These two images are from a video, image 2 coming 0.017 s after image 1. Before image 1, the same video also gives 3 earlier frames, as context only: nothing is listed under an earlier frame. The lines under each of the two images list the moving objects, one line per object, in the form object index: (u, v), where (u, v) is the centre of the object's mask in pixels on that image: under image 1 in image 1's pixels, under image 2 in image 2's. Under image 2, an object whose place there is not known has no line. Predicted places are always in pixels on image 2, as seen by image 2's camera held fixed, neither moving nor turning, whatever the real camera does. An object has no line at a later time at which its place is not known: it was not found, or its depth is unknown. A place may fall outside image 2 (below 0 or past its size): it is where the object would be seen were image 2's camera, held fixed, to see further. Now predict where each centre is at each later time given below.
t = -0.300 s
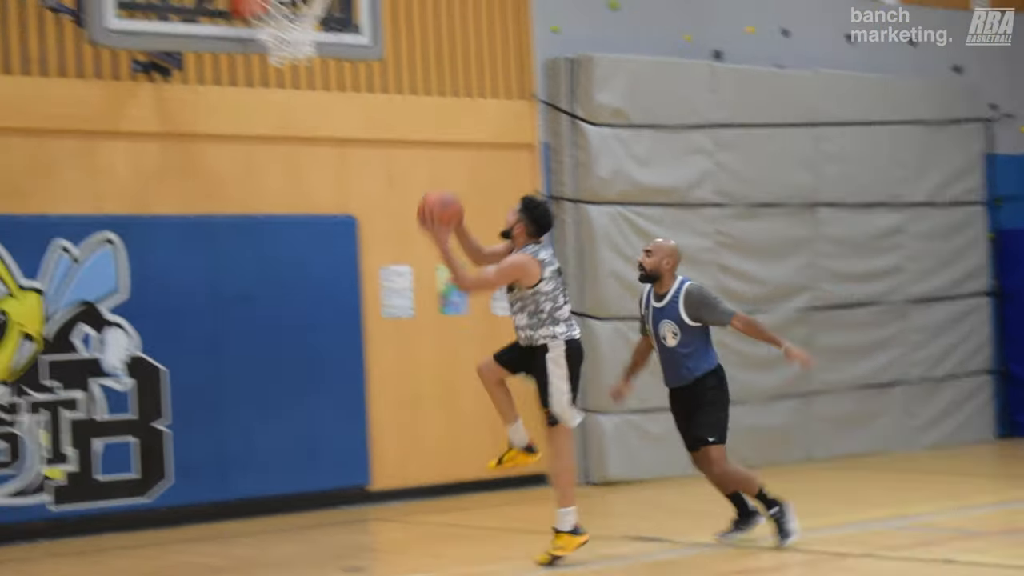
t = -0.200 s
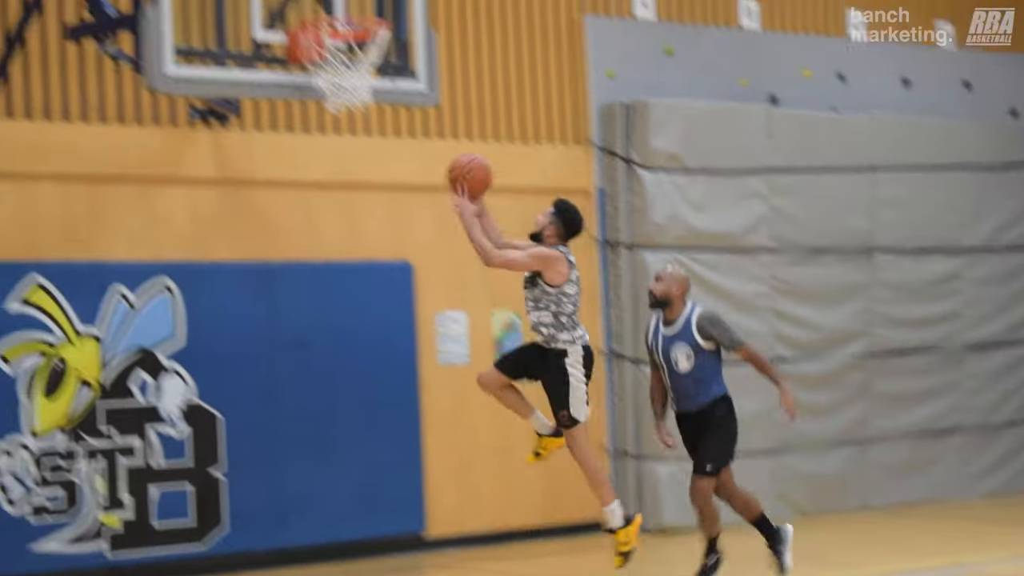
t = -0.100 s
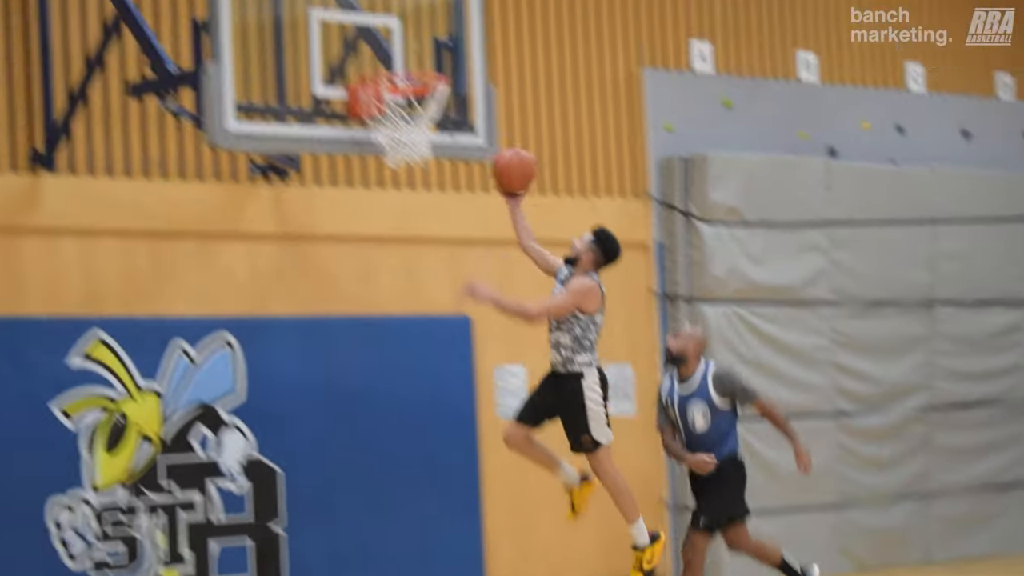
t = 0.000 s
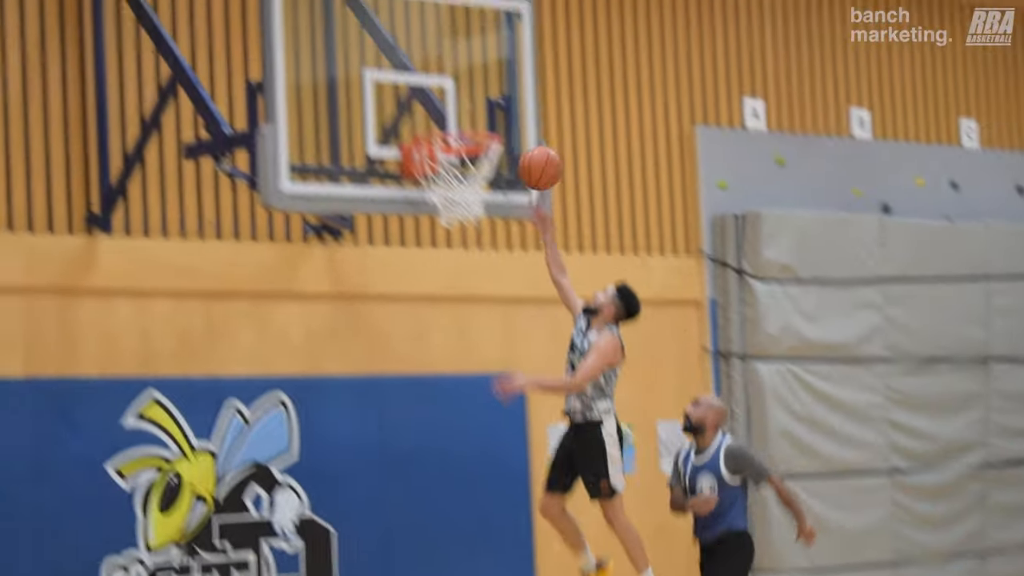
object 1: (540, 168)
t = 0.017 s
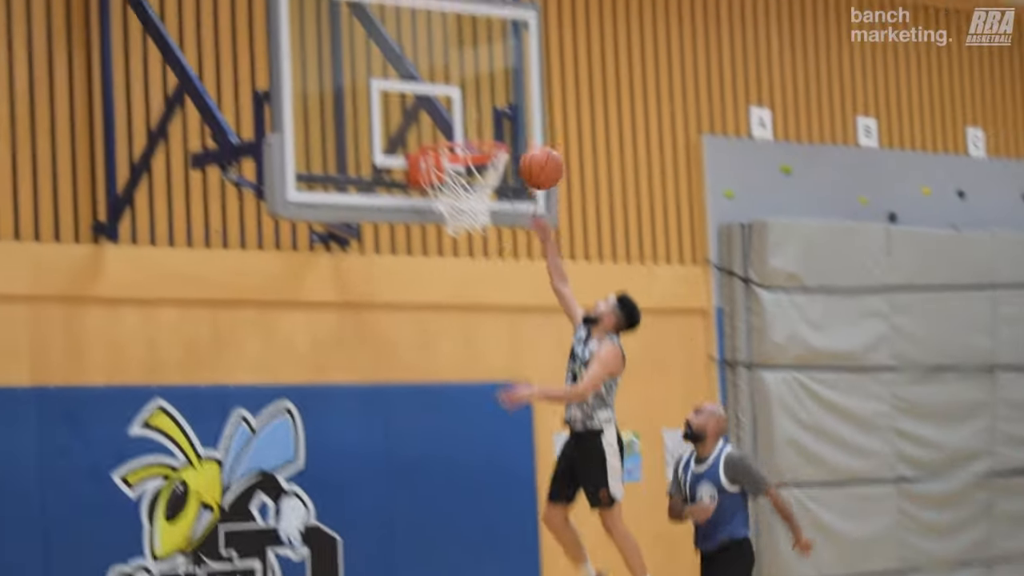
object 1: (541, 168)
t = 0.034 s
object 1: (536, 158)
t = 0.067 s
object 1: (526, 140)
